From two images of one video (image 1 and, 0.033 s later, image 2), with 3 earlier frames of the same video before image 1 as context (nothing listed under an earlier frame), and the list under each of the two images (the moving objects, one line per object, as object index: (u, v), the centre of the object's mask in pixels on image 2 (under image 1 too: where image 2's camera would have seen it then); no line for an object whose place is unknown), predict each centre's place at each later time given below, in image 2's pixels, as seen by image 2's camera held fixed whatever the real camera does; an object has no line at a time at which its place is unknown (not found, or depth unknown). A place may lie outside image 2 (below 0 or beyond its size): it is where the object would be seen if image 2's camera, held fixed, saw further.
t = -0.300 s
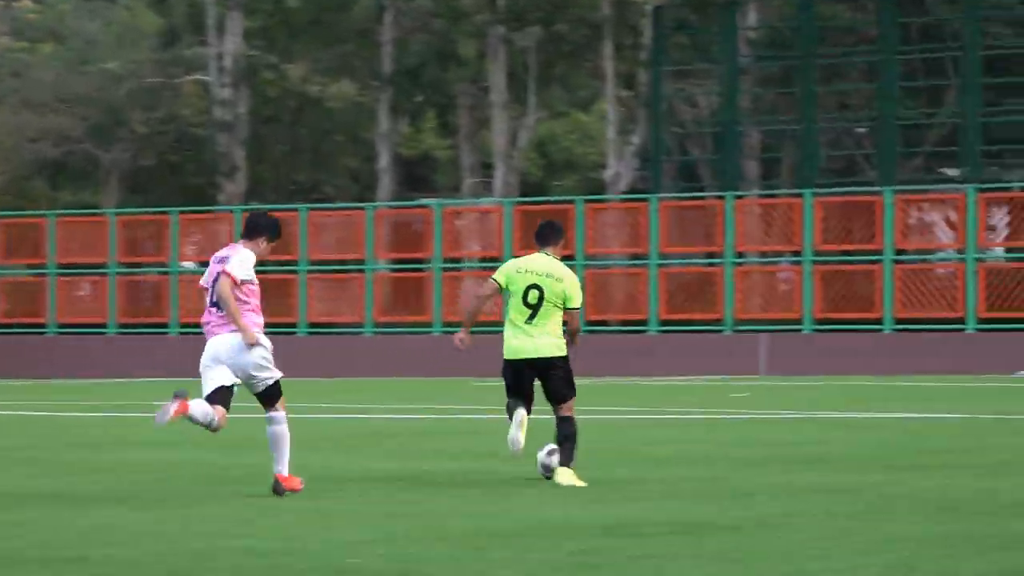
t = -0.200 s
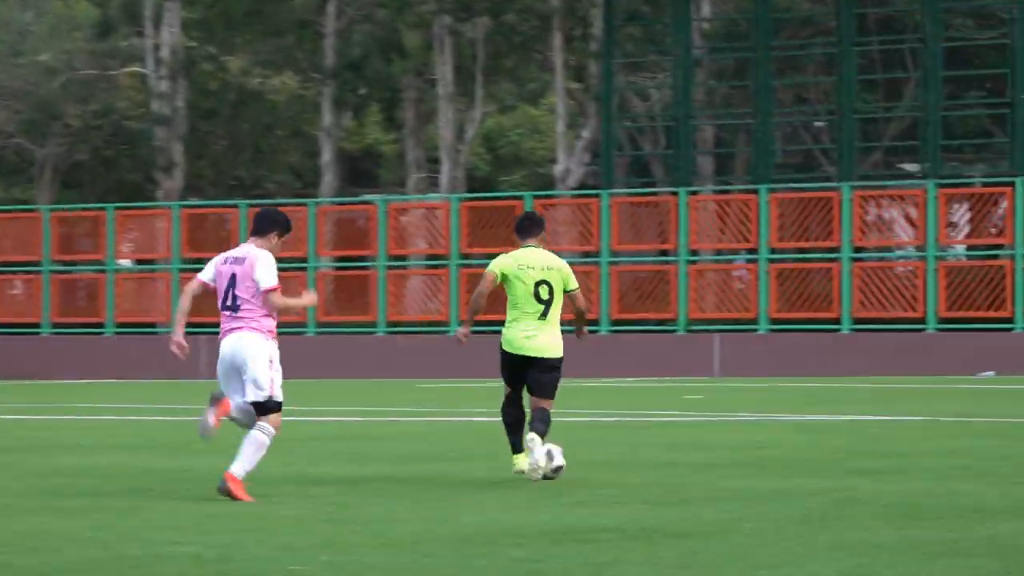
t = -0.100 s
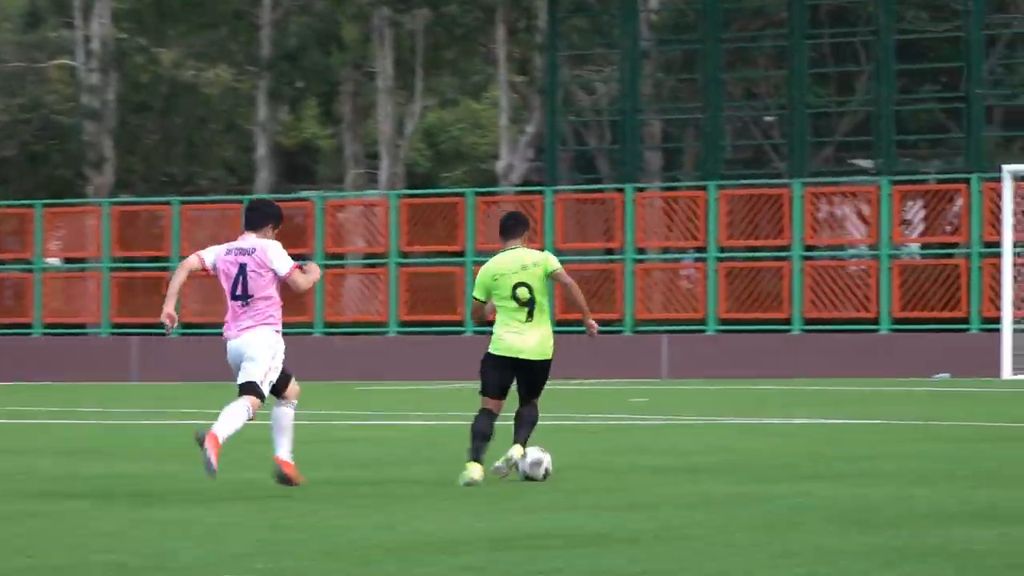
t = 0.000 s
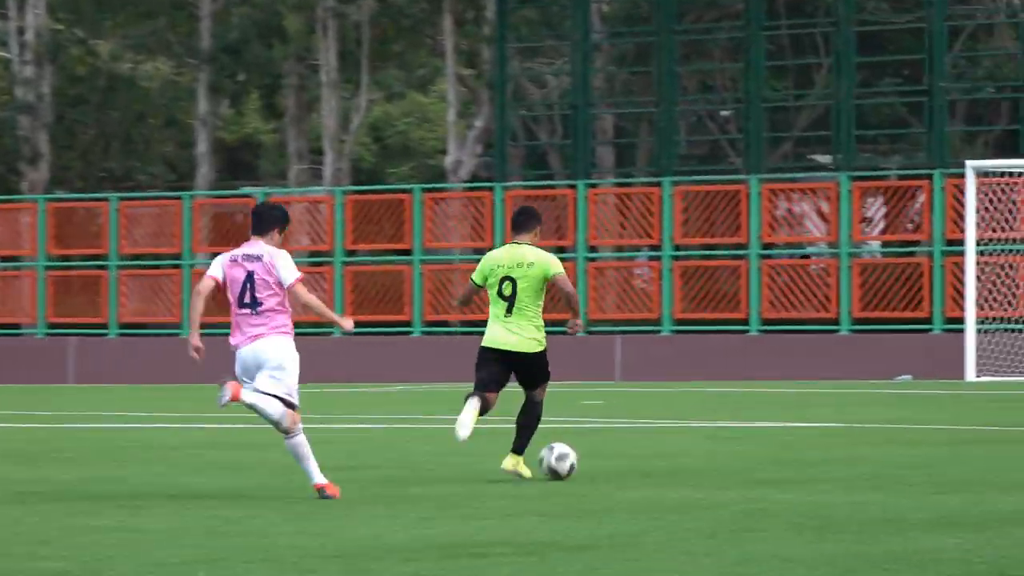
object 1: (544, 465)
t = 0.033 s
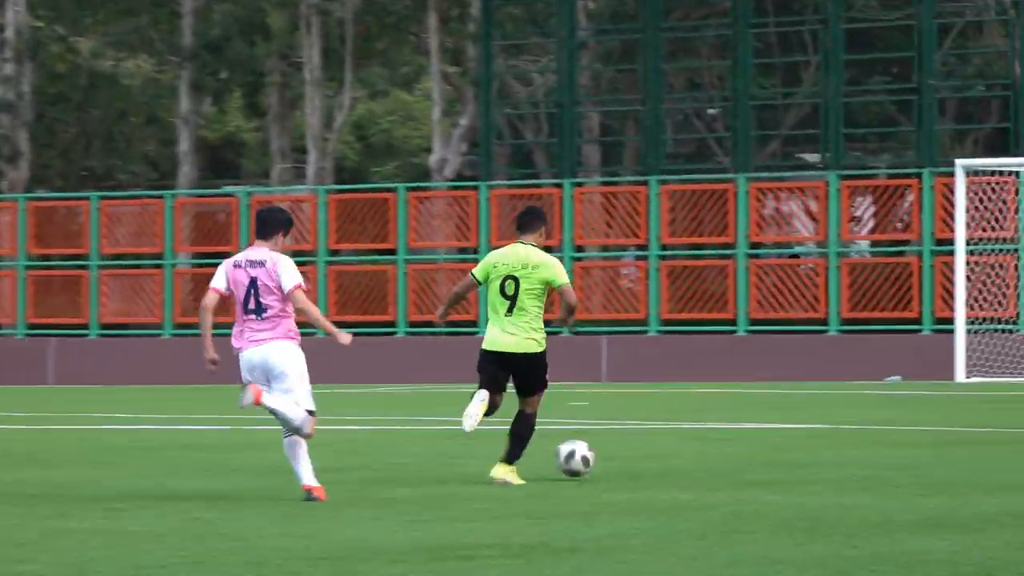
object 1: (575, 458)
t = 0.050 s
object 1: (590, 455)
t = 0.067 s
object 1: (604, 454)
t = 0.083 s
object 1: (618, 454)
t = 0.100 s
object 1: (632, 453)
